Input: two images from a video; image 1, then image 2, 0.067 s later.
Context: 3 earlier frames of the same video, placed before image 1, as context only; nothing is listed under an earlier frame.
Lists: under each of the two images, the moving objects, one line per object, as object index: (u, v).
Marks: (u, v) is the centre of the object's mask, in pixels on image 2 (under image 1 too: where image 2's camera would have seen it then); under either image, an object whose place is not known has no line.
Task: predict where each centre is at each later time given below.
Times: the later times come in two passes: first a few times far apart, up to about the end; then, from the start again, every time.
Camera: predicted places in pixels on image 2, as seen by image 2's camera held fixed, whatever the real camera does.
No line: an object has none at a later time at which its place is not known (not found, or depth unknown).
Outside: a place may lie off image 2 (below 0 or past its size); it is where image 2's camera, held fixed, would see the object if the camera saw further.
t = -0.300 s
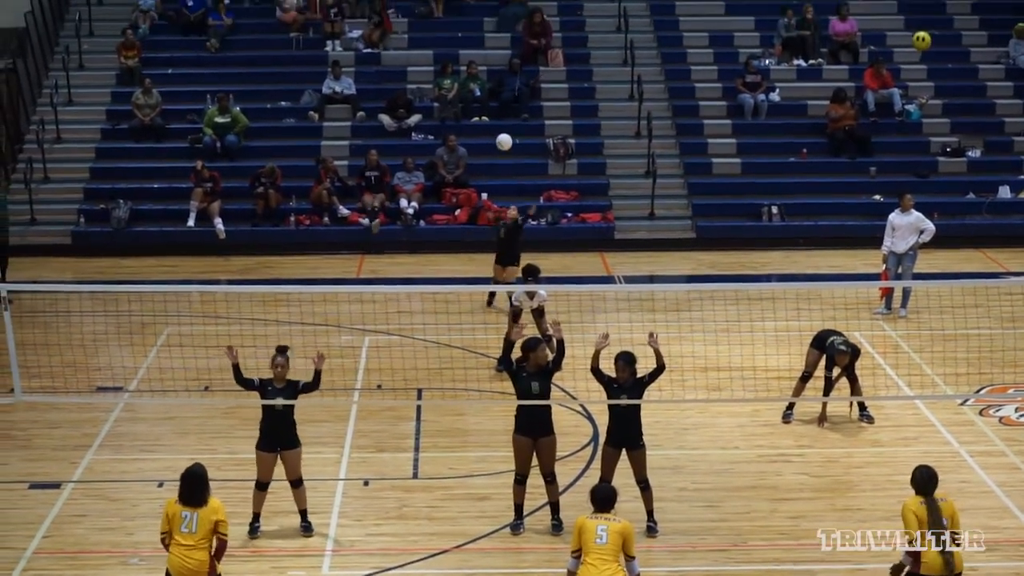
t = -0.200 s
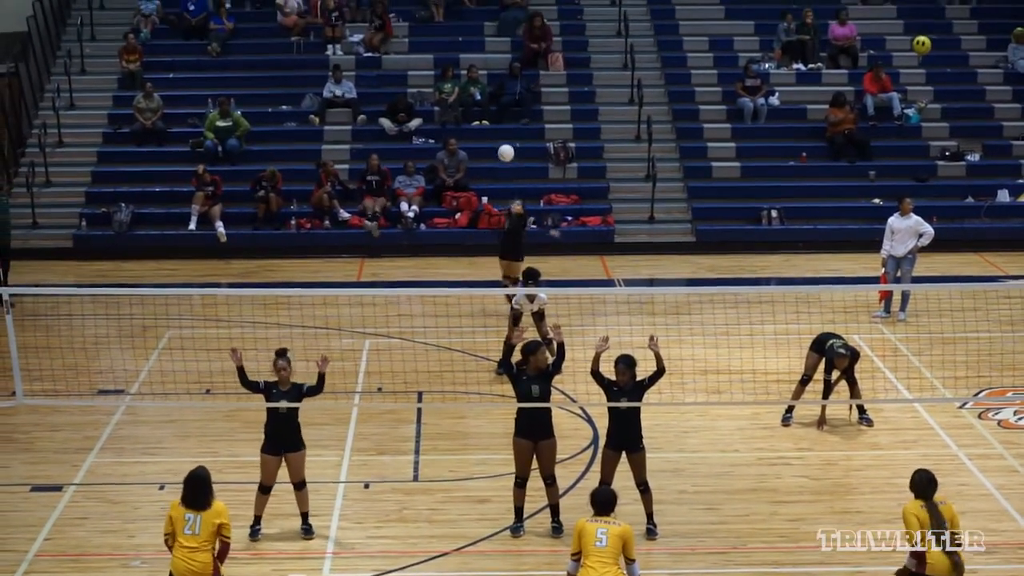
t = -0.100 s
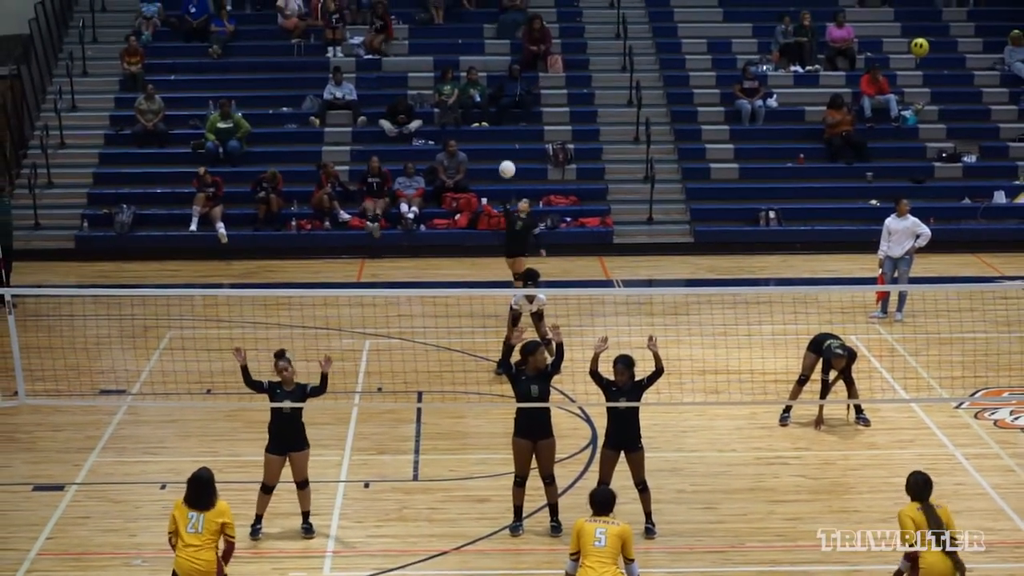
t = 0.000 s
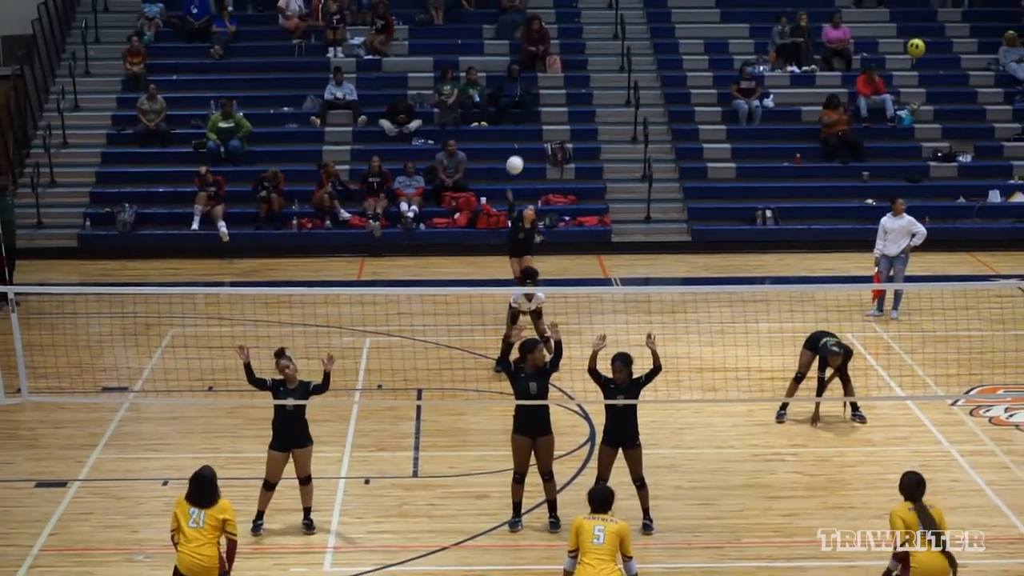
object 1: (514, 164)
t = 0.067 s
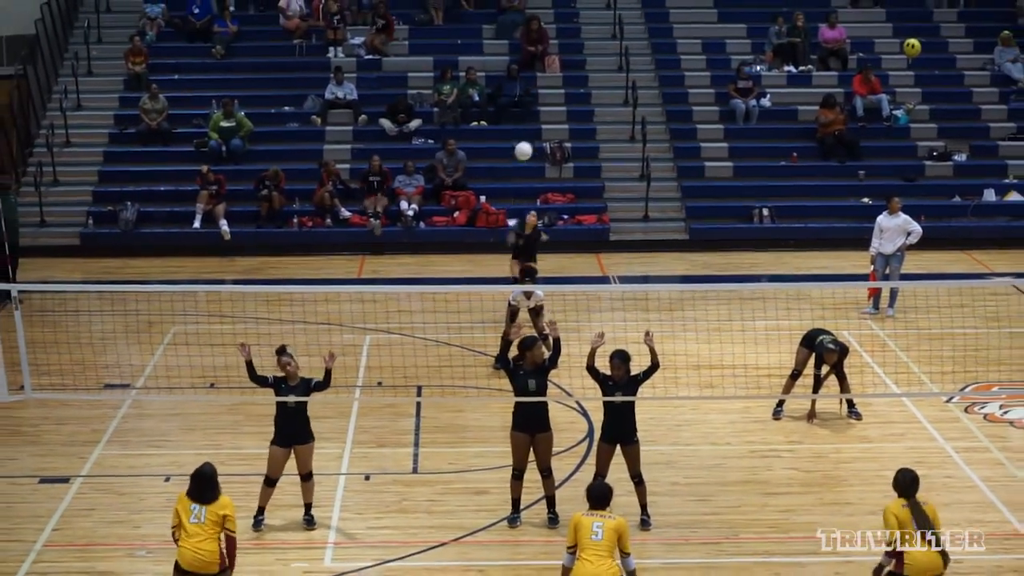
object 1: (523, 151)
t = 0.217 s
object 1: (543, 125)
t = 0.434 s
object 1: (572, 134)
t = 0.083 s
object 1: (526, 148)
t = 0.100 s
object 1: (528, 145)
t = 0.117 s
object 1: (530, 142)
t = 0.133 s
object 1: (533, 139)
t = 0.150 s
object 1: (535, 135)
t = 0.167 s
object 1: (537, 131)
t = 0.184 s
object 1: (539, 129)
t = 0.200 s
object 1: (541, 128)
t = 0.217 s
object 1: (543, 125)
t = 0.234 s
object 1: (545, 125)
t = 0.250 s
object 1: (547, 125)
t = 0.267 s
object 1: (548, 124)
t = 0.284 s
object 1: (550, 125)
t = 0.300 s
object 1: (553, 125)
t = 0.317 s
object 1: (554, 125)
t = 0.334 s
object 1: (557, 125)
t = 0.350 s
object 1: (559, 125)
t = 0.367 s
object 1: (561, 127)
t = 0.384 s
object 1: (564, 129)
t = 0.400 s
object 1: (566, 130)
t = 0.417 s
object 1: (569, 131)
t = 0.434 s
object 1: (572, 134)
